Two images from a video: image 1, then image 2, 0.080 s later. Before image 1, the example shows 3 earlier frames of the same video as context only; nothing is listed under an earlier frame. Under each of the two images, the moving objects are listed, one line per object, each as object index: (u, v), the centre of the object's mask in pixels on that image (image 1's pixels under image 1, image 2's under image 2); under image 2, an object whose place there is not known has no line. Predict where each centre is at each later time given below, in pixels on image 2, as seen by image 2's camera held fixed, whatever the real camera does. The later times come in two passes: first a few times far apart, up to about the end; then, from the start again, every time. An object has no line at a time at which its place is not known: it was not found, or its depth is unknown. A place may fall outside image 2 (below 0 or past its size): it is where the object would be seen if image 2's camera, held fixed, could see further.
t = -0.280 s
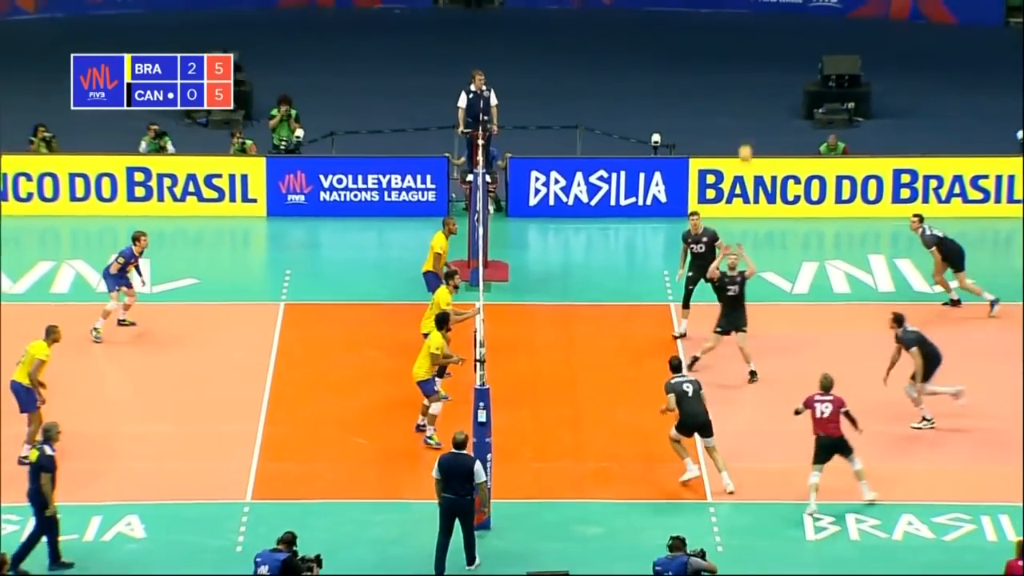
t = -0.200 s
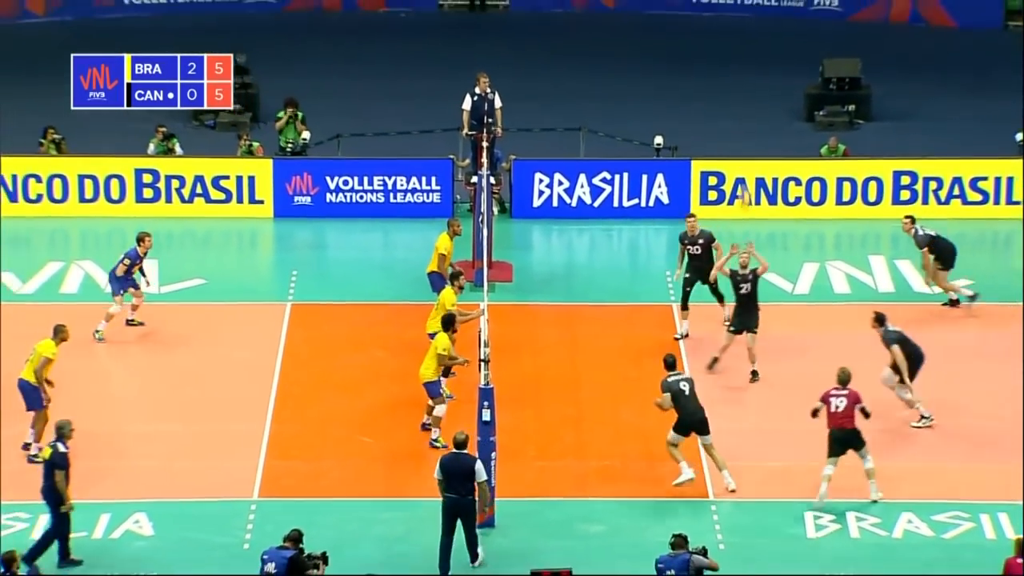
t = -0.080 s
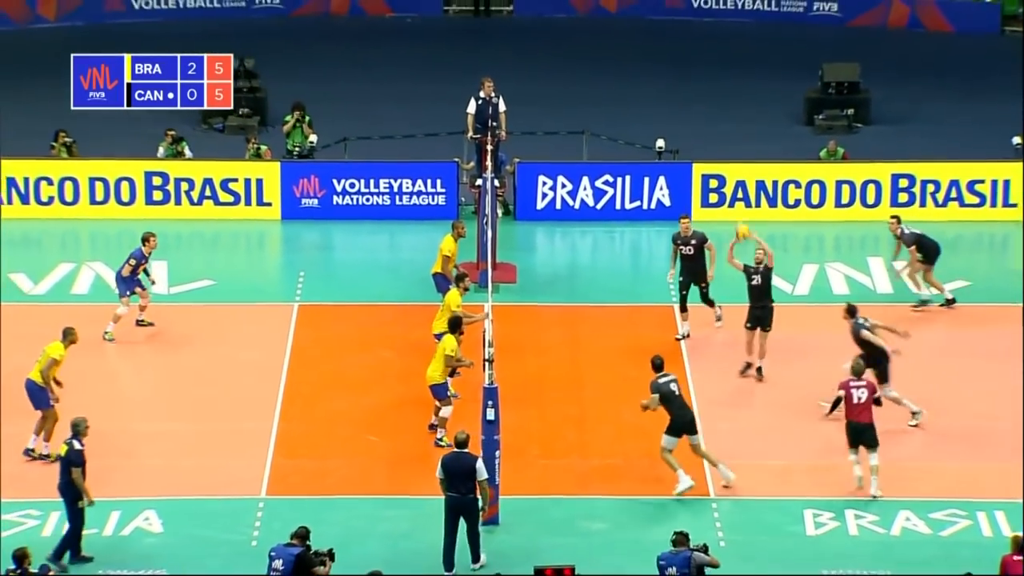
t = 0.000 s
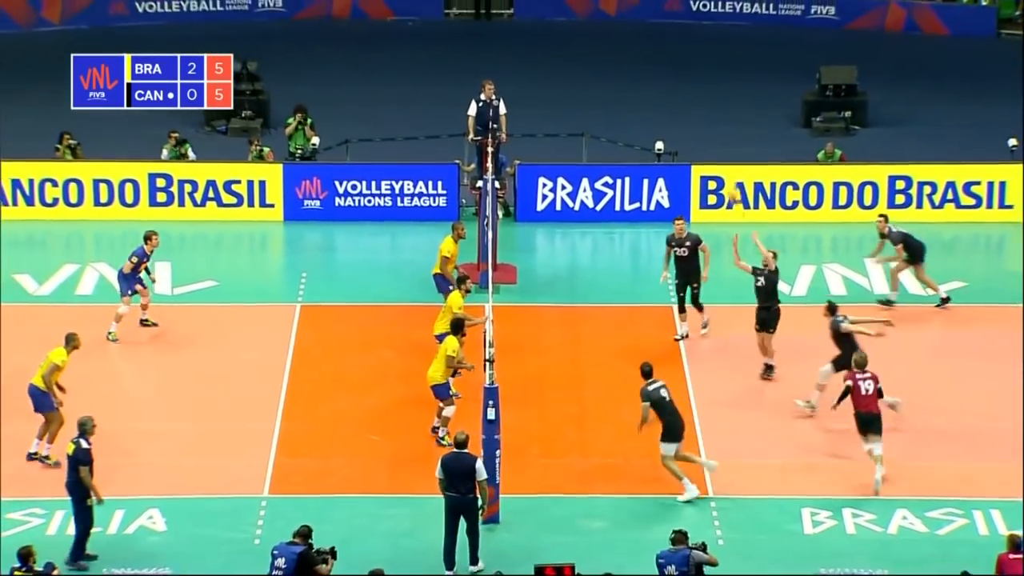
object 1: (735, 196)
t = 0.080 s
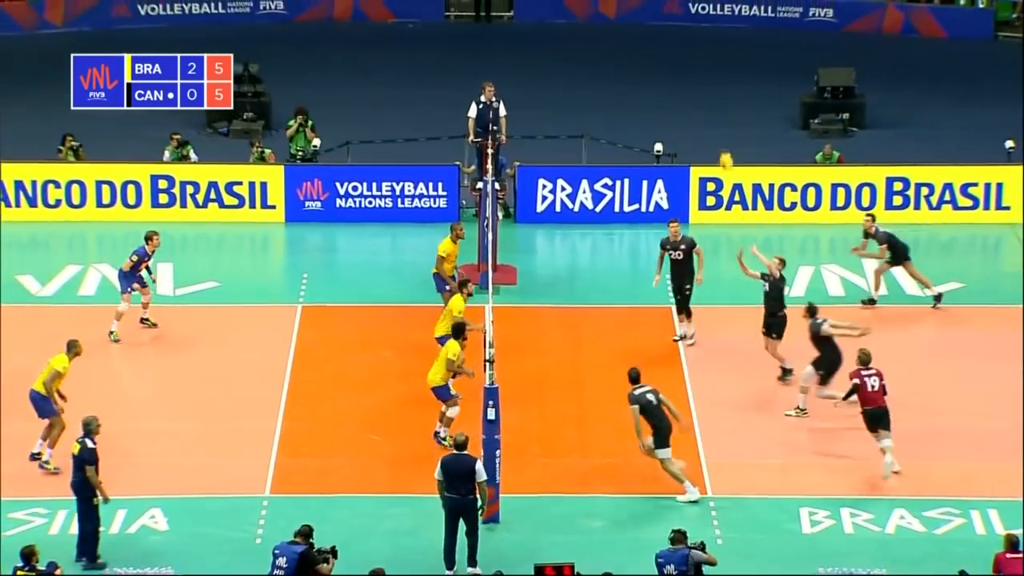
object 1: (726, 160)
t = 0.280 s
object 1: (713, 94)
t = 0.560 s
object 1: (695, 48)
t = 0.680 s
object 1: (688, 44)
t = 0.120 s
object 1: (723, 145)
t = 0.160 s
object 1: (720, 131)
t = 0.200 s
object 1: (718, 118)
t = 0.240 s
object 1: (716, 105)
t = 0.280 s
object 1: (713, 94)
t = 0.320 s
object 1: (711, 84)
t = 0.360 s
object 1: (709, 76)
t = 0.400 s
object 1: (705, 68)
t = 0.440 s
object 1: (703, 61)
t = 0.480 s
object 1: (701, 56)
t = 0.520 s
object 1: (698, 52)
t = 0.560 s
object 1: (695, 48)
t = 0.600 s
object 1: (693, 46)
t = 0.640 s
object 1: (690, 45)
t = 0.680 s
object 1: (688, 44)
